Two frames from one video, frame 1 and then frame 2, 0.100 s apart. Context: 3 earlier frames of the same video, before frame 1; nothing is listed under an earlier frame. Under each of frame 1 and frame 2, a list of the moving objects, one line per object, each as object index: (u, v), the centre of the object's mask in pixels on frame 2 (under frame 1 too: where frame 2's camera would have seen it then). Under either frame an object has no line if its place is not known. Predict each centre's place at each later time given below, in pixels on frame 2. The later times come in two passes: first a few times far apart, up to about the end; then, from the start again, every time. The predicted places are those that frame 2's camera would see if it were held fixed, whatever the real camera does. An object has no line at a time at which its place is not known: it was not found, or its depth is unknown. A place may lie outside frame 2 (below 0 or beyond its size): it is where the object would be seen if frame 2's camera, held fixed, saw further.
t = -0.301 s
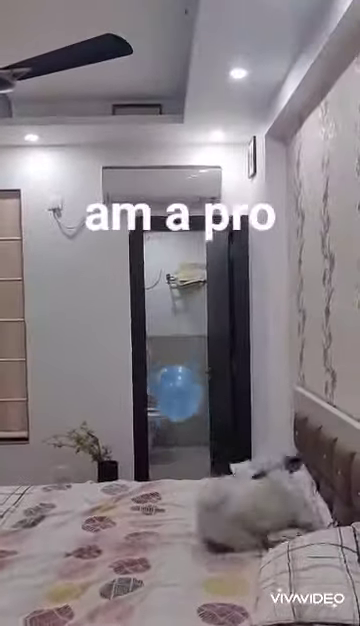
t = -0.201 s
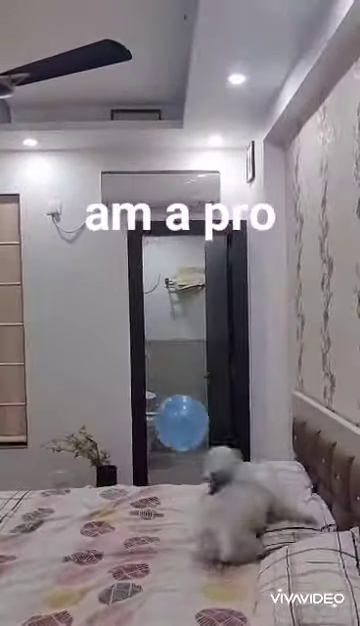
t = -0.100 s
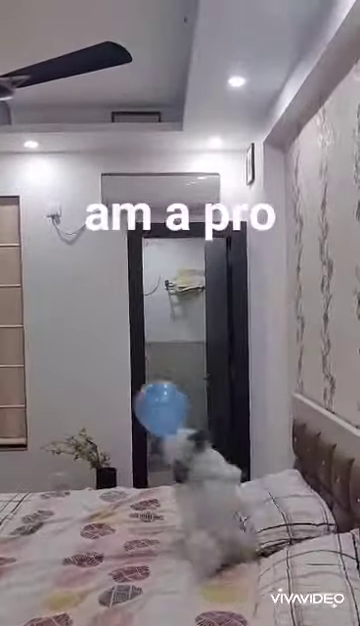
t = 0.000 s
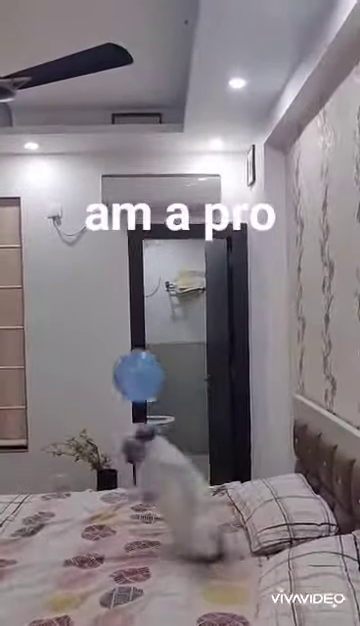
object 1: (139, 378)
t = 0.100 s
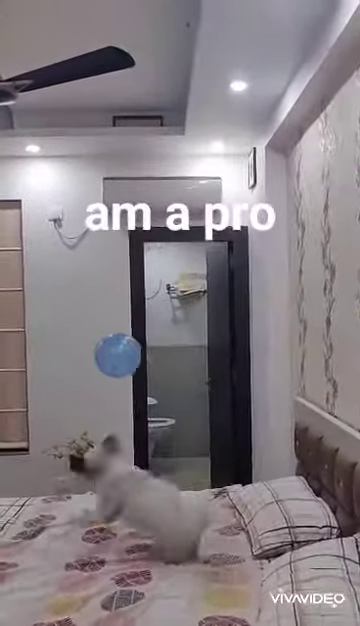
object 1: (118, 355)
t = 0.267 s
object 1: (91, 338)
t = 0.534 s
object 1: (62, 335)
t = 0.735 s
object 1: (51, 344)
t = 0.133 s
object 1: (112, 350)
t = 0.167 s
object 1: (106, 346)
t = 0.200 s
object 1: (100, 343)
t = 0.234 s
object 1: (96, 340)
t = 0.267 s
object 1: (91, 338)
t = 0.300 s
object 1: (86, 336)
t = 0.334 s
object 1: (82, 335)
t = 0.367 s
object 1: (78, 334)
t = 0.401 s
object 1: (75, 334)
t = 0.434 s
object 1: (72, 334)
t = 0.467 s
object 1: (68, 334)
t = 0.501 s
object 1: (65, 334)
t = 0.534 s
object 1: (62, 335)
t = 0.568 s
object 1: (59, 336)
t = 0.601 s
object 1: (57, 337)
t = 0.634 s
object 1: (56, 338)
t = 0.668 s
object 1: (54, 340)
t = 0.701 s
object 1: (52, 342)
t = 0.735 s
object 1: (51, 344)
